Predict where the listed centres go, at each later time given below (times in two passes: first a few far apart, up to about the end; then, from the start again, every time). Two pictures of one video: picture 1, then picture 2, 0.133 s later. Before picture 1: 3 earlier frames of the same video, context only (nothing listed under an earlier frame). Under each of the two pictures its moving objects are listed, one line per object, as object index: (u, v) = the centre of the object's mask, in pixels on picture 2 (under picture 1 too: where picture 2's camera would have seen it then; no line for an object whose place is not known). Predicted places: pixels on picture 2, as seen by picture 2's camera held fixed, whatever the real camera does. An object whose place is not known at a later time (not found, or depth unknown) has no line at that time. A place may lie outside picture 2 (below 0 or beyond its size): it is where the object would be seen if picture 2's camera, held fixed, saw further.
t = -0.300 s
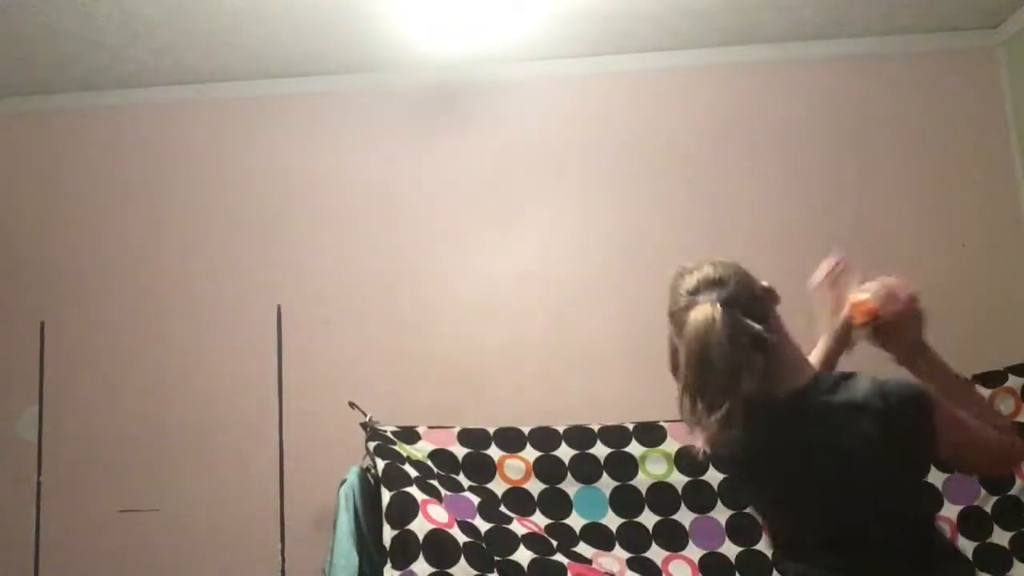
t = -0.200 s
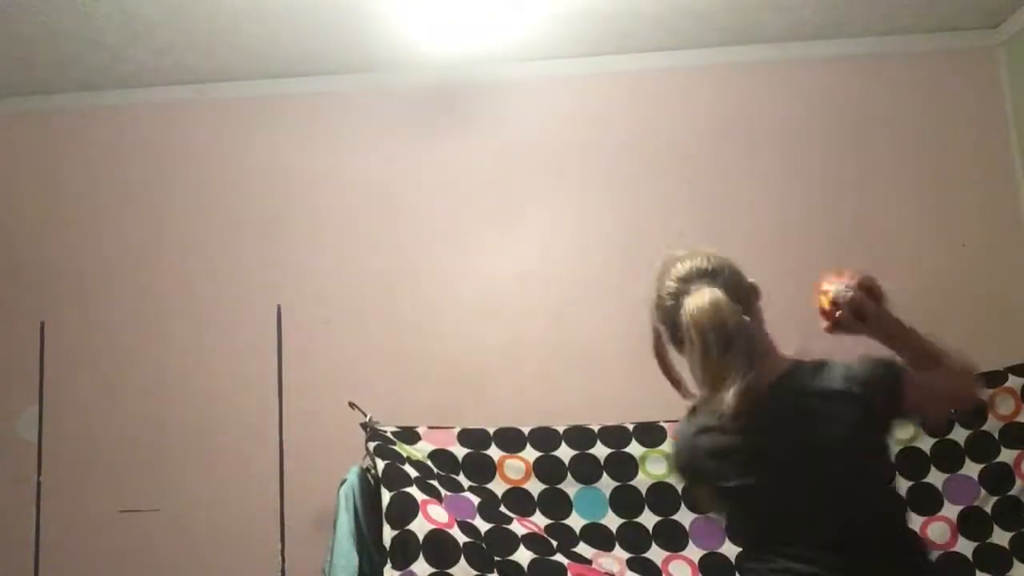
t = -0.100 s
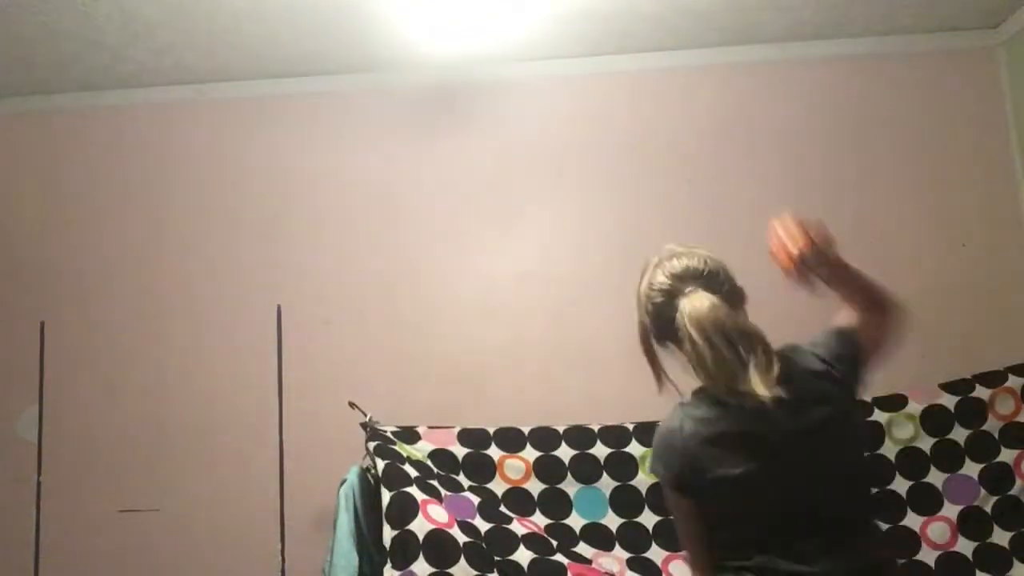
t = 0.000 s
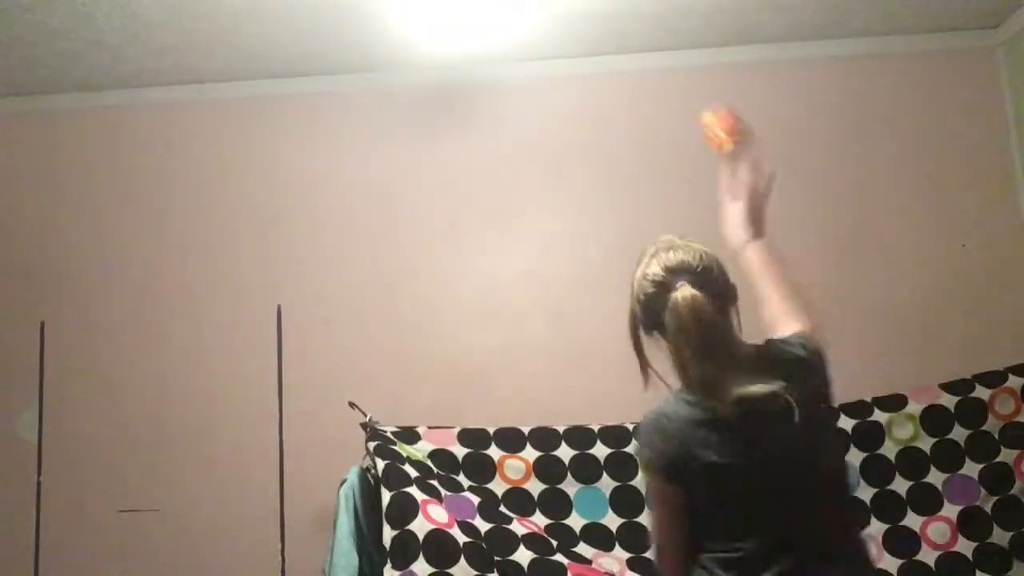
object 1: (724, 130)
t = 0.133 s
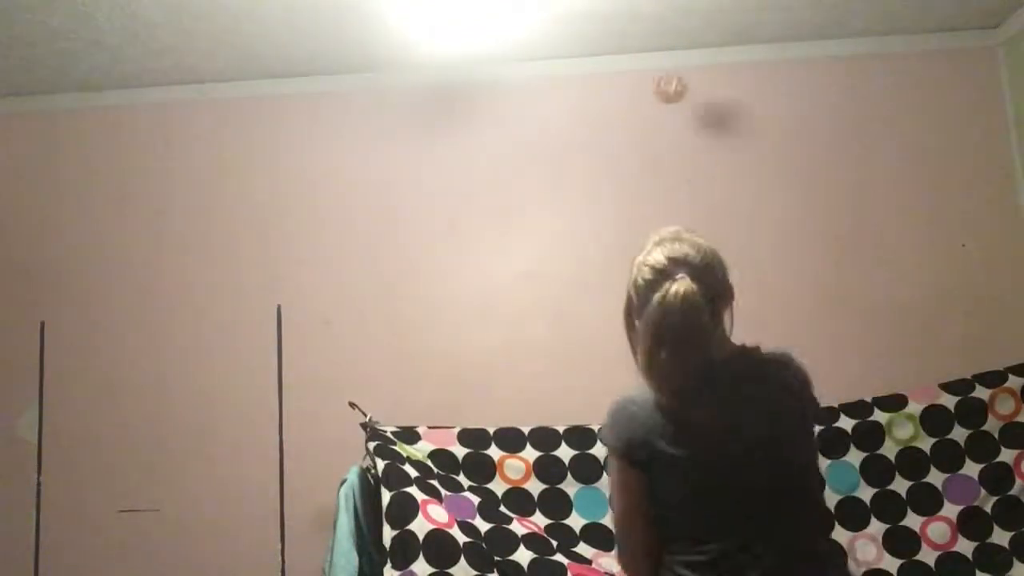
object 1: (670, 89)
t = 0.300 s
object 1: (666, 85)
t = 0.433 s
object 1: (679, 76)
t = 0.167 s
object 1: (661, 90)
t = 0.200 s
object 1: (659, 97)
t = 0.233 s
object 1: (651, 98)
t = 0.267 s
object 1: (657, 90)
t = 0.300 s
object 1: (666, 85)
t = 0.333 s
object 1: (661, 74)
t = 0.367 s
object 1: (665, 71)
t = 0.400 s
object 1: (672, 71)
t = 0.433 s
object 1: (679, 76)
